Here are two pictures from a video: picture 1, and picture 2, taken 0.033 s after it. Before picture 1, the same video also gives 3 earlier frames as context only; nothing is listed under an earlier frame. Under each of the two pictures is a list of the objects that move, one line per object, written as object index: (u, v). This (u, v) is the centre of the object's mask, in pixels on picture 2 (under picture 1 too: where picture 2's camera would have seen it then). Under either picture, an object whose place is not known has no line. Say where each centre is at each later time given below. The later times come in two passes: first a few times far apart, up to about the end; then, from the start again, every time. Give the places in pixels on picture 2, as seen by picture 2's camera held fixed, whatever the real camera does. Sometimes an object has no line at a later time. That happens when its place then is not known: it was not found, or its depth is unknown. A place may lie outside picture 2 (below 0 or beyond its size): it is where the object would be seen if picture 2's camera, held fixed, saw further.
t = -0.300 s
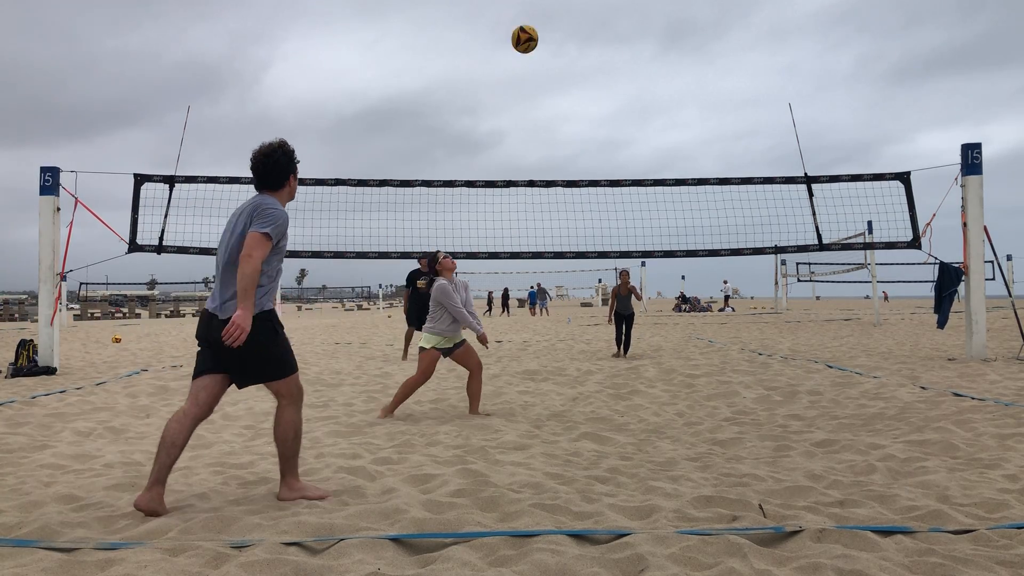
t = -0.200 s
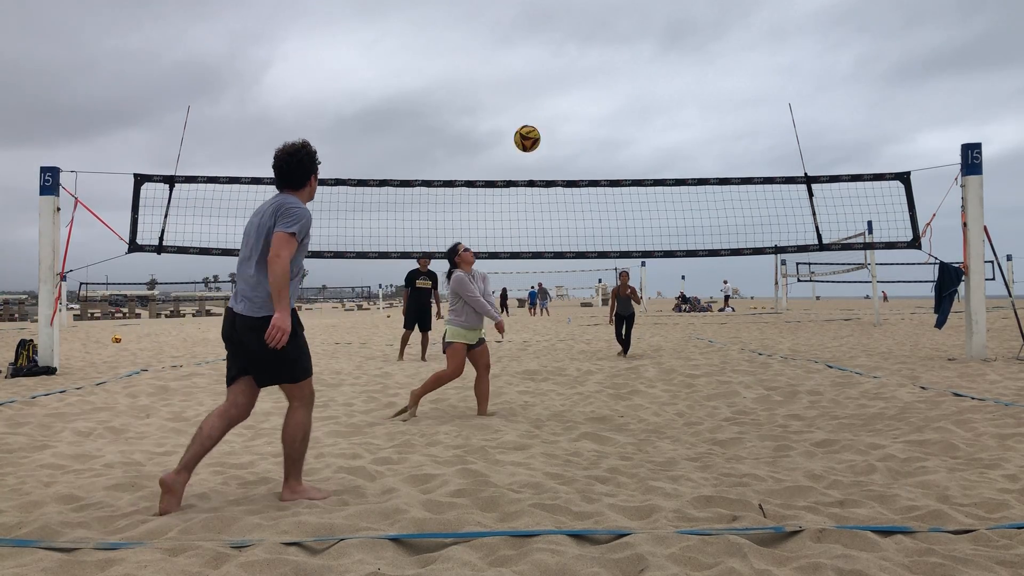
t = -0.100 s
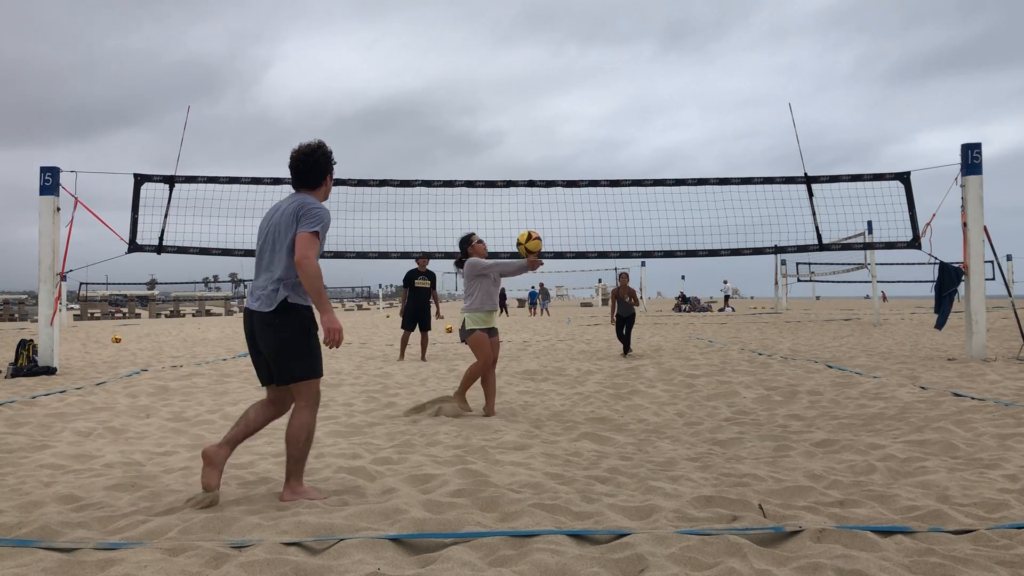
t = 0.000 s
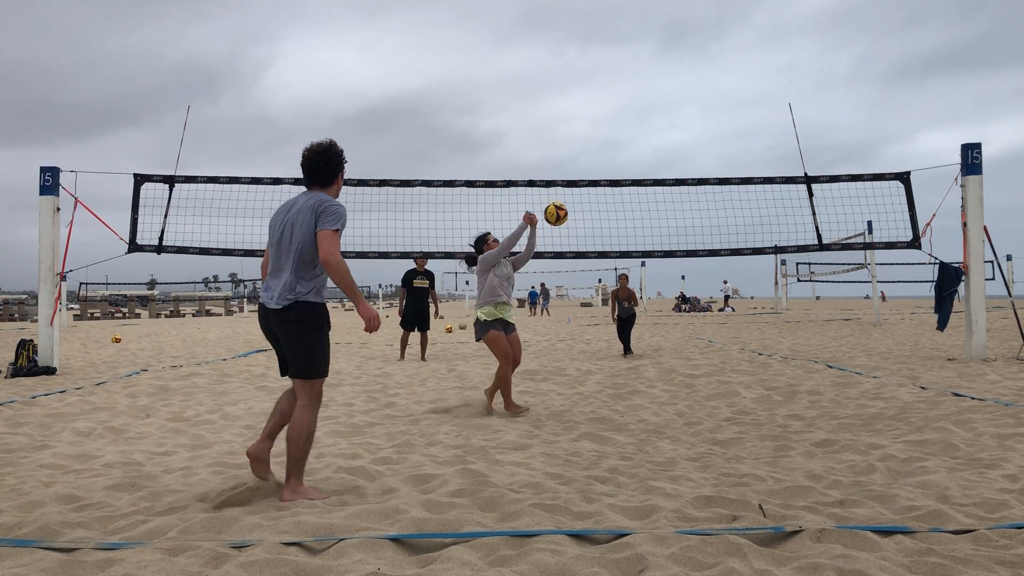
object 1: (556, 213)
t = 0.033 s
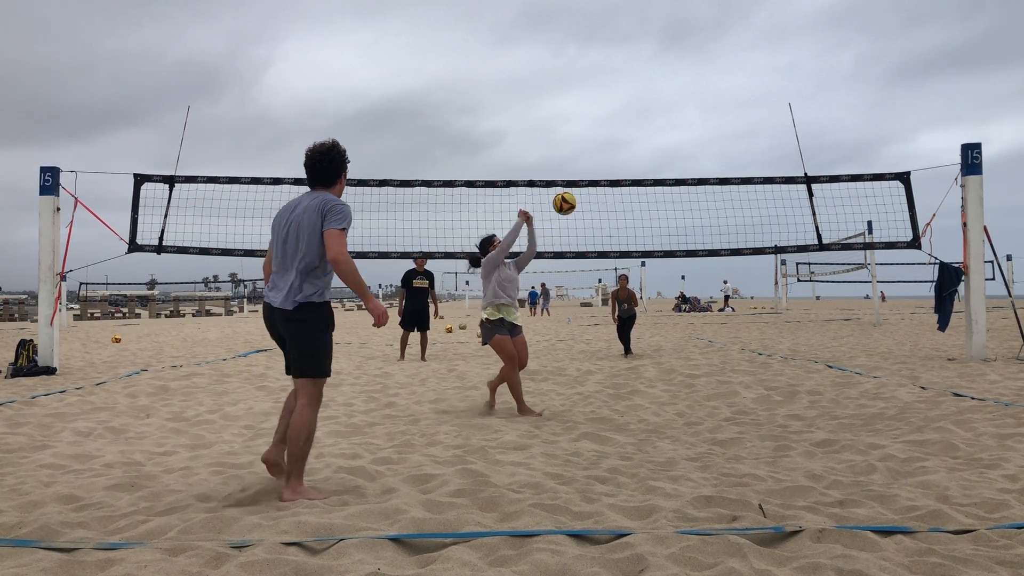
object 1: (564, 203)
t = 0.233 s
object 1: (605, 178)
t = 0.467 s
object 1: (636, 205)
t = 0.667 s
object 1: (647, 215)
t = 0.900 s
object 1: (661, 252)
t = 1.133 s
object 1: (675, 337)
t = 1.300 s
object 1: (682, 350)
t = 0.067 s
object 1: (572, 195)
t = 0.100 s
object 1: (580, 188)
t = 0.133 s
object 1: (587, 184)
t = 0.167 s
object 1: (593, 180)
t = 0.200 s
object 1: (599, 178)
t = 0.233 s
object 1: (605, 178)
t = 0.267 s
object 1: (611, 179)
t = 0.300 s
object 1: (615, 181)
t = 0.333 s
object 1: (620, 184)
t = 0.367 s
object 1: (624, 188)
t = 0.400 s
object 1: (629, 193)
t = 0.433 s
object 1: (632, 199)
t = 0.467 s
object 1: (636, 205)
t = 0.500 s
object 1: (639, 209)
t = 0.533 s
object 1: (640, 210)
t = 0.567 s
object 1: (642, 210)
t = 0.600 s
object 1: (643, 211)
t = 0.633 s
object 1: (645, 213)
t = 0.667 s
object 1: (647, 215)
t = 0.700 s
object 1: (649, 218)
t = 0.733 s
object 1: (651, 221)
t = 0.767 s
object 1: (653, 226)
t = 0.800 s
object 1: (655, 231)
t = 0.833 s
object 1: (657, 238)
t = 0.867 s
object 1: (659, 245)
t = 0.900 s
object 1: (661, 252)
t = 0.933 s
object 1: (663, 262)
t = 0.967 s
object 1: (665, 272)
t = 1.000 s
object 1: (667, 283)
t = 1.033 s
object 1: (669, 294)
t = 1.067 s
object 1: (671, 307)
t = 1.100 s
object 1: (673, 321)
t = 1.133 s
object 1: (675, 337)
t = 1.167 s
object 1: (677, 353)
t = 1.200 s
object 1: (679, 369)
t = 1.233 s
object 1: (680, 363)
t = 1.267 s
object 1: (681, 356)
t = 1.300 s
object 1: (682, 350)
